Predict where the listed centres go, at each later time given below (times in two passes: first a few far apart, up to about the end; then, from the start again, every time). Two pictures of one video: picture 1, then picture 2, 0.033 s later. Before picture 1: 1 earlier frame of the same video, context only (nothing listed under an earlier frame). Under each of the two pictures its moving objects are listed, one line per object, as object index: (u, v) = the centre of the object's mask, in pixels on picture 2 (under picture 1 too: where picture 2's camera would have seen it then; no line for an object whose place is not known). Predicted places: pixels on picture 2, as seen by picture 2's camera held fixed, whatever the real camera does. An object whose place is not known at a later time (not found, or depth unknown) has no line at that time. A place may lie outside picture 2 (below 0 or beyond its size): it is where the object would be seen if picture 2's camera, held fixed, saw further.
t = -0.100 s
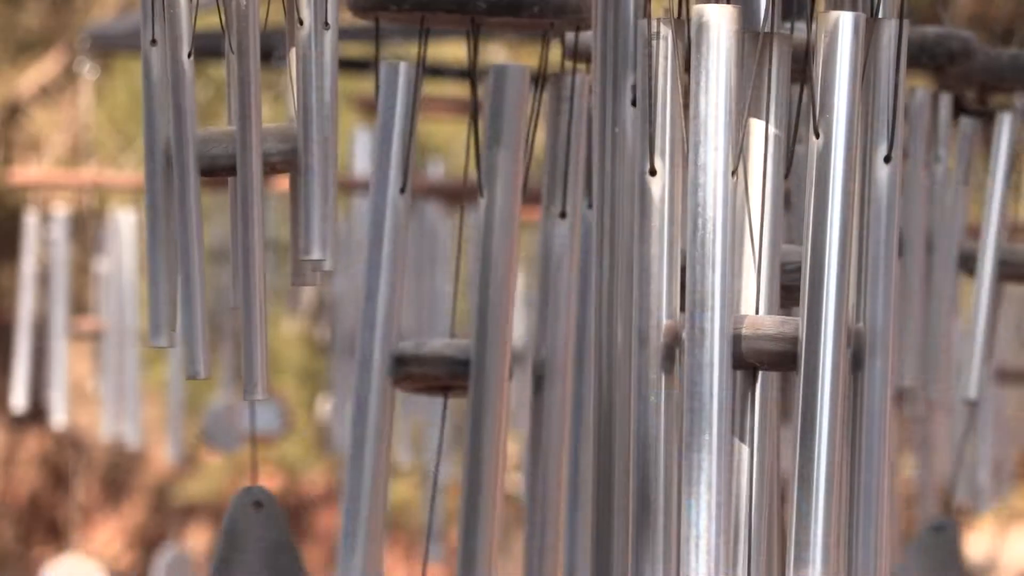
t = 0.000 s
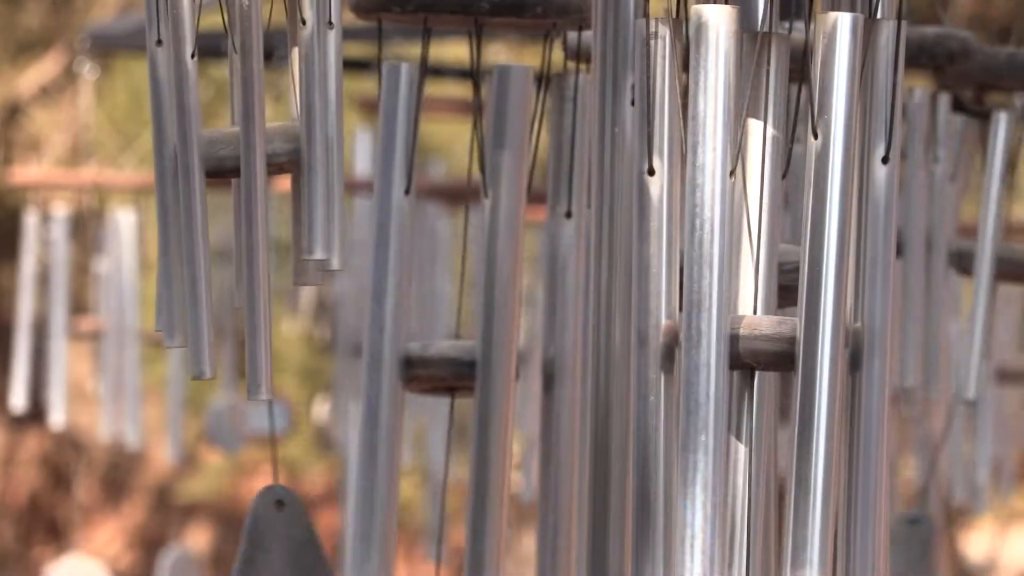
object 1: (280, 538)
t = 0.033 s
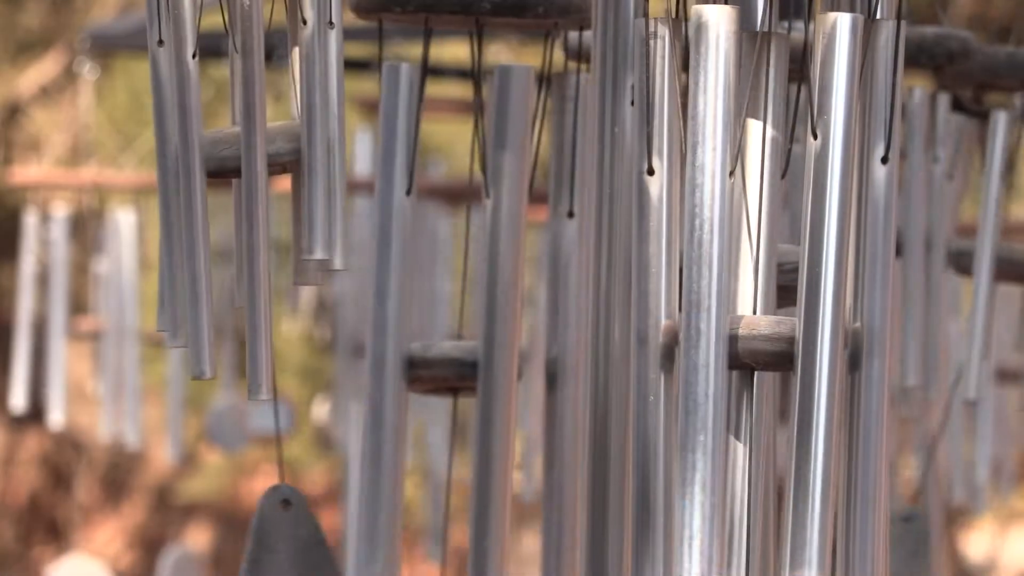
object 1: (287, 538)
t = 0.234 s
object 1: (317, 538)
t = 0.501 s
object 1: (316, 538)
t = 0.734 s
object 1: (272, 538)
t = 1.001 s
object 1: (197, 536)
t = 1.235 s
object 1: (142, 532)
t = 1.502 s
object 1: (125, 530)
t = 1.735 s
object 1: (155, 534)
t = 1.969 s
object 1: (218, 537)
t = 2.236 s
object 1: (291, 538)
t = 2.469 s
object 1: (326, 537)
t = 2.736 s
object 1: (318, 537)
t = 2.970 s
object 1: (268, 538)
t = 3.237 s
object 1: (190, 538)
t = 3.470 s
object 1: (131, 535)
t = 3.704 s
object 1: (104, 534)
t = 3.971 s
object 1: (118, 534)
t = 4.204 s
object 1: (169, 536)
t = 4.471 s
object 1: (246, 537)
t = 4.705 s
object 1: (299, 536)
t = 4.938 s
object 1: (326, 535)
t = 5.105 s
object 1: (323, 536)
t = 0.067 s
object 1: (294, 538)
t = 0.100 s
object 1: (300, 538)
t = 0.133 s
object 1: (305, 538)
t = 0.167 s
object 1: (310, 538)
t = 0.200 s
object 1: (314, 538)
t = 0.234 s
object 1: (317, 538)
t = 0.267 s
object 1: (320, 538)
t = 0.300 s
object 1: (322, 538)
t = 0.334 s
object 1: (323, 538)
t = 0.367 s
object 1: (323, 538)
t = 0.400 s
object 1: (323, 538)
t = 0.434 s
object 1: (322, 538)
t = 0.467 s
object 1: (320, 538)
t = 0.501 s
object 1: (316, 538)
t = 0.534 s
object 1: (311, 538)
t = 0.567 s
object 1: (306, 538)
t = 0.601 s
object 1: (299, 538)
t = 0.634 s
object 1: (293, 538)
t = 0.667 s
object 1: (287, 538)
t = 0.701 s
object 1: (280, 538)
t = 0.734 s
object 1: (272, 538)
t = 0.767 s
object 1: (264, 538)
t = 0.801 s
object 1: (257, 537)
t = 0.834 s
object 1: (248, 537)
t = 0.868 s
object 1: (239, 537)
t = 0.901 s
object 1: (229, 537)
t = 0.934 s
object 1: (217, 536)
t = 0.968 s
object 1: (206, 536)
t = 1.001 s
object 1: (197, 536)
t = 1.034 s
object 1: (188, 535)
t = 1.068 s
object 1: (180, 534)
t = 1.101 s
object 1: (171, 534)
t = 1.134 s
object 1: (164, 533)
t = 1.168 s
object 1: (156, 533)
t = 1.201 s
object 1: (149, 533)
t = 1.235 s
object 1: (142, 532)
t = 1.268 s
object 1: (137, 532)
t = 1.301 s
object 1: (133, 531)
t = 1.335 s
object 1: (128, 531)
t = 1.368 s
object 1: (127, 530)
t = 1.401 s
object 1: (125, 530)
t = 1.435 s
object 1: (124, 530)
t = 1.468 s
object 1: (124, 530)
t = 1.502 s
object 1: (125, 530)
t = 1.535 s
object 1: (126, 531)
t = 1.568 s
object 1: (128, 531)
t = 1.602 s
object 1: (131, 532)
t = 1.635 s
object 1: (136, 533)
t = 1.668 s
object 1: (142, 533)
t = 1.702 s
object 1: (148, 534)
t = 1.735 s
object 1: (155, 534)
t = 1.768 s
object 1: (164, 534)
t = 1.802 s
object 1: (172, 536)
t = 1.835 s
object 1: (181, 536)
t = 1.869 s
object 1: (190, 536)
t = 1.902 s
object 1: (198, 537)
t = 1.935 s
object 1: (208, 537)
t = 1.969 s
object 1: (218, 537)
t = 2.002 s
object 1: (229, 538)
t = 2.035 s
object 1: (238, 538)
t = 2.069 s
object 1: (248, 539)
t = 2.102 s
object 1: (259, 539)
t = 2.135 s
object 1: (268, 539)
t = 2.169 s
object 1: (276, 539)
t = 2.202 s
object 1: (284, 538)
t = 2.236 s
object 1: (291, 538)
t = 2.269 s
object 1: (297, 538)
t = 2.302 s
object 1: (303, 538)
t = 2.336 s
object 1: (309, 537)
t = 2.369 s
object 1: (314, 537)
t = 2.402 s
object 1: (318, 537)
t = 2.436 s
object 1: (323, 537)
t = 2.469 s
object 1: (326, 537)
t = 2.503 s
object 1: (328, 537)
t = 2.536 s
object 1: (329, 536)
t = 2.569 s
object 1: (330, 536)
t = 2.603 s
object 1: (330, 537)
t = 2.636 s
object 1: (328, 537)
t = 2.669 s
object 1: (325, 537)
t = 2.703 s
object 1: (322, 537)
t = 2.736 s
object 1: (318, 537)
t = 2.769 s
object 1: (312, 537)
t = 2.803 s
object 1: (306, 538)
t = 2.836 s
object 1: (299, 538)
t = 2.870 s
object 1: (291, 538)
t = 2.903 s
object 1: (283, 538)
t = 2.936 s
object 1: (276, 538)
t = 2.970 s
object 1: (268, 538)
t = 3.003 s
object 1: (260, 538)
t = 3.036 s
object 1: (253, 538)
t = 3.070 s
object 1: (244, 538)
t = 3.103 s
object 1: (234, 538)
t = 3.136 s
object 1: (223, 538)
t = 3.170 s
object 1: (210, 539)
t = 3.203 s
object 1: (200, 538)
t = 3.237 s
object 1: (190, 538)
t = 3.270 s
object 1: (180, 538)
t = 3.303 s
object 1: (171, 537)
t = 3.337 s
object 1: (163, 537)
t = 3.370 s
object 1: (155, 537)
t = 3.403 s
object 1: (146, 536)
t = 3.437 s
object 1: (139, 535)
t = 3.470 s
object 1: (131, 535)
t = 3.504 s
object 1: (125, 535)
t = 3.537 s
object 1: (119, 535)
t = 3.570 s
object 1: (114, 534)
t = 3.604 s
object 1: (110, 534)
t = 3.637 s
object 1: (107, 534)
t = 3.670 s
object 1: (105, 534)
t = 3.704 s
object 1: (104, 534)
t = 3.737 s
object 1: (103, 534)
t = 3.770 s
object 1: (103, 534)
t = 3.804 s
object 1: (103, 534)
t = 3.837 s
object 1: (104, 534)
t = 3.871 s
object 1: (106, 534)
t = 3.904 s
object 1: (109, 534)
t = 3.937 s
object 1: (113, 534)
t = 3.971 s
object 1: (118, 534)
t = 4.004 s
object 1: (124, 535)
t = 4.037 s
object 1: (130, 535)
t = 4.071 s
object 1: (138, 535)
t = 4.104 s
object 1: (145, 535)
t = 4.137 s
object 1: (152, 536)
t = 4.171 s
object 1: (160, 536)
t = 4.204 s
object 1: (169, 536)
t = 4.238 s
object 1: (177, 537)
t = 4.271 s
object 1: (186, 537)
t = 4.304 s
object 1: (196, 537)
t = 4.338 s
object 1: (207, 537)
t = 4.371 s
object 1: (218, 537)
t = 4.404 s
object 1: (229, 537)
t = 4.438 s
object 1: (238, 537)
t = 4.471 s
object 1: (246, 537)
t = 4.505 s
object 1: (255, 536)
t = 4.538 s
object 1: (262, 537)
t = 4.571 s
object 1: (270, 536)
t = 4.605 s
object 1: (278, 536)
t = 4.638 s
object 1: (285, 536)
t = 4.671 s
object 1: (292, 536)
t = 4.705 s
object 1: (299, 536)
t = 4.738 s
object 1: (306, 536)
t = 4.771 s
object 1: (311, 536)
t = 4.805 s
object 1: (316, 535)
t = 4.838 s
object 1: (320, 535)
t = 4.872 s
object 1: (322, 536)
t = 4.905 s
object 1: (324, 535)
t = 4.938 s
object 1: (326, 535)
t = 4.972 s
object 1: (326, 535)
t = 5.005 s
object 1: (327, 535)
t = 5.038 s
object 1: (326, 536)
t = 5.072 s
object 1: (325, 535)
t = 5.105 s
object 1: (323, 536)
